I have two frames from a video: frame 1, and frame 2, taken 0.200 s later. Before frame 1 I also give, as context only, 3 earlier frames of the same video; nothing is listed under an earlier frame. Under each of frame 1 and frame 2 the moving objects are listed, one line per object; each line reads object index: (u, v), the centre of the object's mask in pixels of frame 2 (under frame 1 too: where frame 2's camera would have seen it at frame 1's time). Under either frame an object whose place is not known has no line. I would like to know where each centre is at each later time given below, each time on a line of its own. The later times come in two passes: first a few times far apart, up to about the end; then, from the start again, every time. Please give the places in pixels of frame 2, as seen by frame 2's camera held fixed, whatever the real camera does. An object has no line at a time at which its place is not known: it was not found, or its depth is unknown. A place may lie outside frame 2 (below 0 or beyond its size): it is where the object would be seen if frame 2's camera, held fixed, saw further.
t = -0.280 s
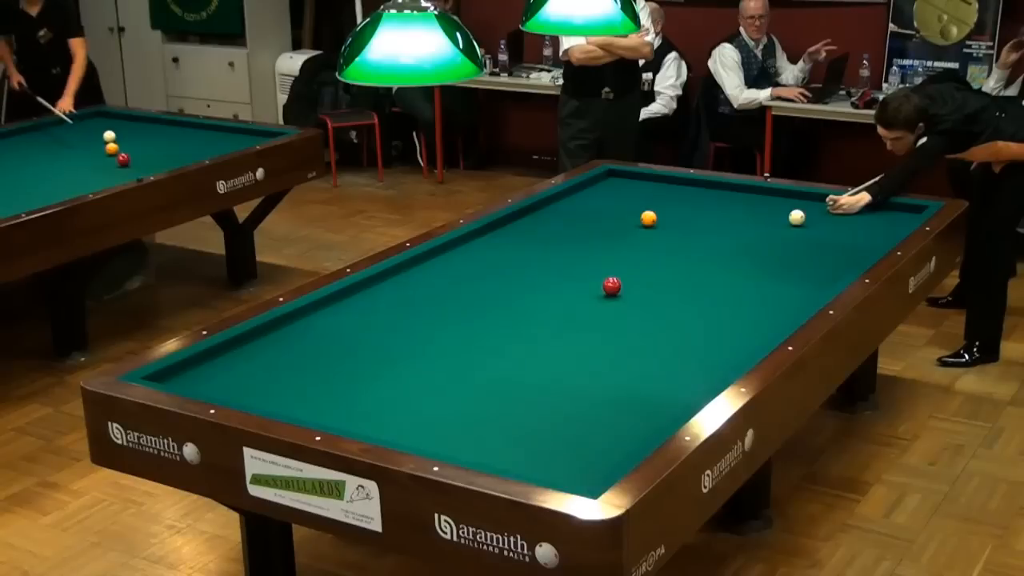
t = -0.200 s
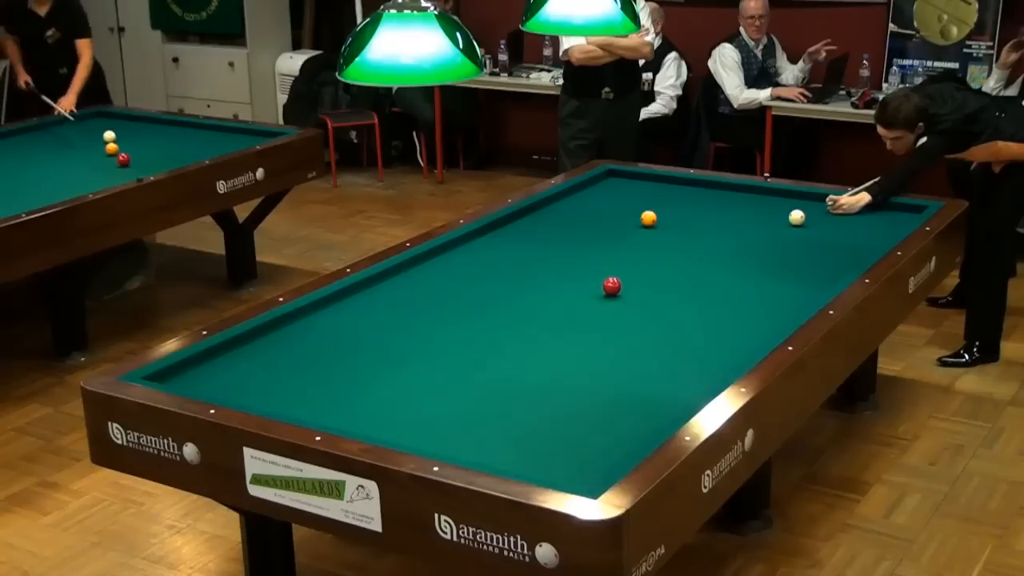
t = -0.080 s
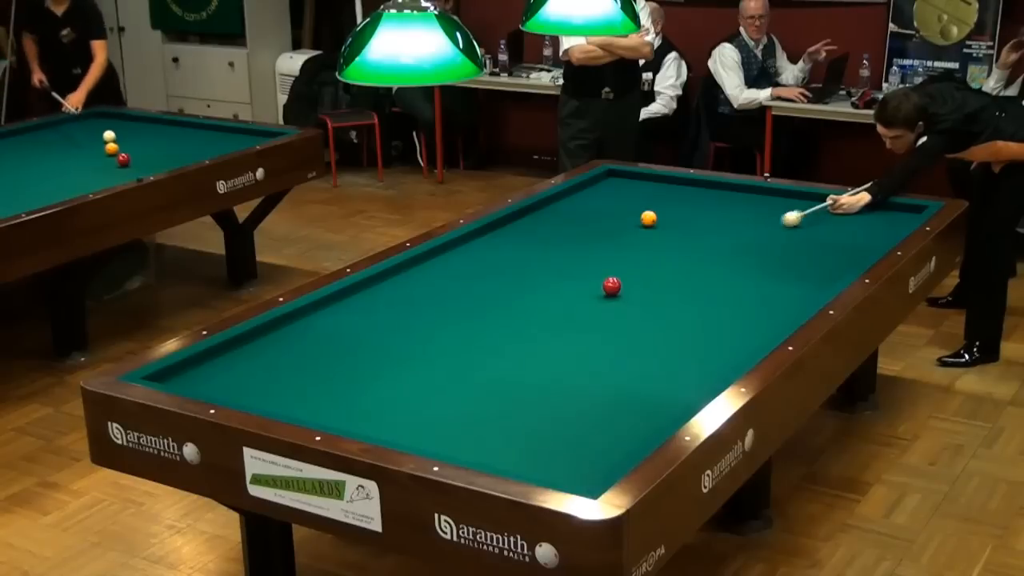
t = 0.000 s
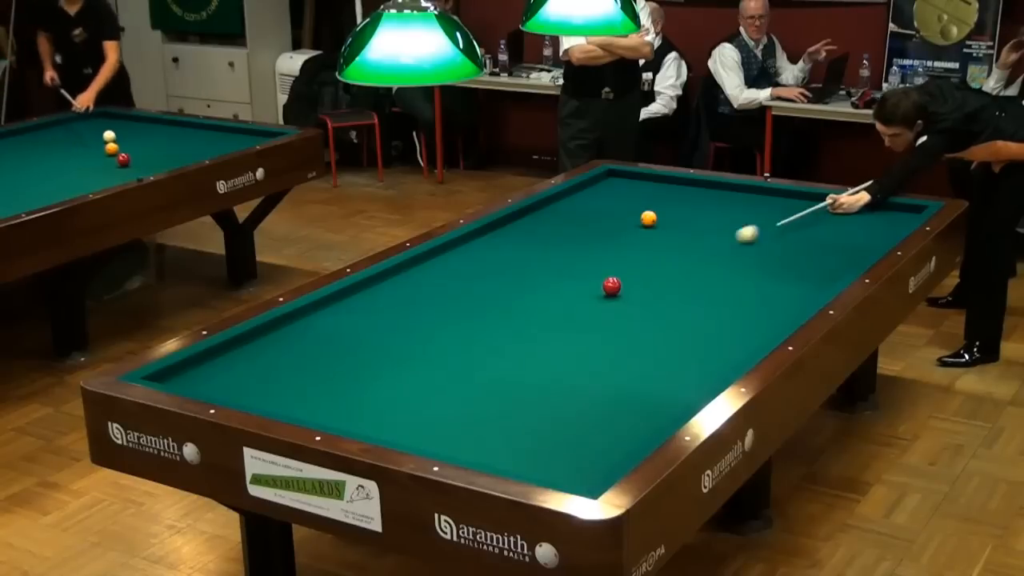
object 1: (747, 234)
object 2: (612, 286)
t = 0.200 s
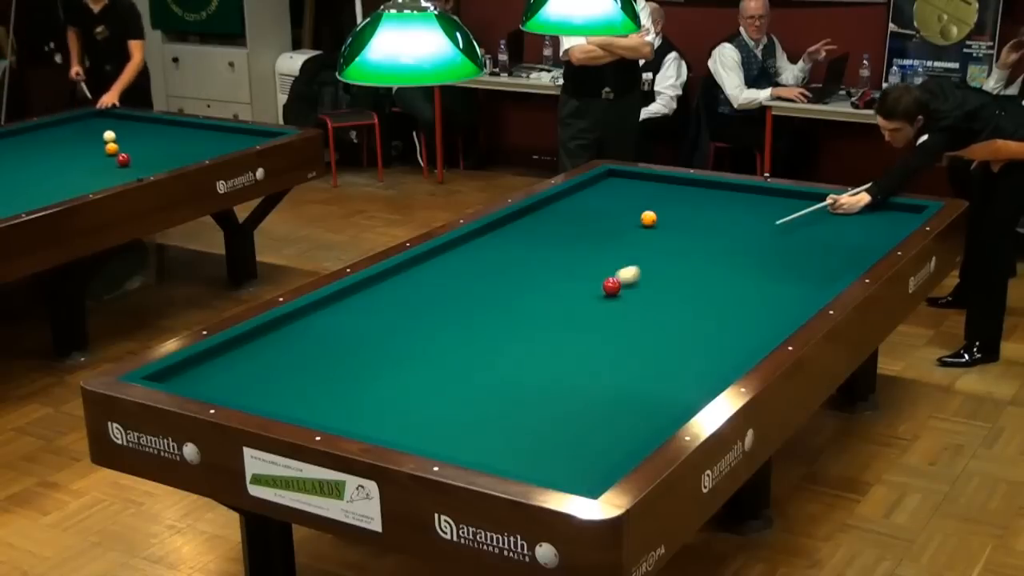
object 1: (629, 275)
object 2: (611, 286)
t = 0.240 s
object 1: (604, 278)
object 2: (609, 290)
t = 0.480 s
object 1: (486, 282)
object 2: (575, 350)
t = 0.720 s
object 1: (360, 291)
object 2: (540, 410)
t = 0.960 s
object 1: (340, 326)
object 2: (523, 460)
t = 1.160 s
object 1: (324, 360)
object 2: (587, 430)
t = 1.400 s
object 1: (302, 407)
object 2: (648, 407)
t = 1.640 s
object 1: (395, 404)
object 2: (701, 384)
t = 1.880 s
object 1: (490, 398)
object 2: (717, 362)
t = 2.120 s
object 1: (582, 392)
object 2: (731, 341)
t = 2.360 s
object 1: (672, 386)
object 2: (743, 322)
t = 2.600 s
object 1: (695, 367)
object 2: (754, 304)
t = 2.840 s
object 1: (685, 344)
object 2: (765, 288)
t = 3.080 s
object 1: (676, 323)
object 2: (774, 274)
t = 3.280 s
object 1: (669, 308)
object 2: (781, 263)
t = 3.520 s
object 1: (662, 290)
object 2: (790, 249)
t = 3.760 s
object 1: (655, 274)
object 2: (797, 238)
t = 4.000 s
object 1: (649, 260)
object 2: (804, 227)
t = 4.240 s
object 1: (643, 246)
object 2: (811, 217)
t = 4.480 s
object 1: (638, 234)
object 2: (817, 207)
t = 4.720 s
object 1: (633, 223)
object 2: (823, 199)
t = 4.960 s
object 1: (629, 212)
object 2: (811, 200)
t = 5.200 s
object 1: (625, 202)
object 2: (797, 203)
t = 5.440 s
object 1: (621, 193)
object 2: (782, 207)
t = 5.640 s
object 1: (618, 186)
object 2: (771, 210)
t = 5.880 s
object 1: (614, 178)
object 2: (758, 213)
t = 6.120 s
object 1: (613, 172)
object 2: (744, 216)
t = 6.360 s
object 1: (612, 175)
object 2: (731, 219)
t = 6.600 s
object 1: (611, 177)
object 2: (718, 223)
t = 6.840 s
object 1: (609, 179)
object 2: (706, 226)
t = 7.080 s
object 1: (609, 181)
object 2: (694, 228)
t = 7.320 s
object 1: (608, 184)
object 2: (682, 231)
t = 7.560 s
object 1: (607, 185)
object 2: (671, 234)
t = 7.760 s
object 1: (606, 187)
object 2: (662, 236)
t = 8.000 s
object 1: (606, 188)
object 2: (651, 239)
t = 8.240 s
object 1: (605, 190)
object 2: (642, 241)
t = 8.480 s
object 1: (605, 191)
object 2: (632, 244)
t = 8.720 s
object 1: (605, 193)
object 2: (623, 246)
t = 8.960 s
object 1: (604, 194)
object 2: (614, 248)
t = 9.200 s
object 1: (604, 195)
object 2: (606, 251)
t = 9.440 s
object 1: (604, 195)
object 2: (598, 252)
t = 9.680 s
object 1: (604, 196)
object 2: (591, 254)
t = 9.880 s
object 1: (604, 197)
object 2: (585, 256)
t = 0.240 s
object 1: (604, 278)
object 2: (609, 290)
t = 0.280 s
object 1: (586, 280)
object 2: (604, 300)
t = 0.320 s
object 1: (566, 280)
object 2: (598, 310)
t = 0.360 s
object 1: (546, 280)
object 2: (592, 319)
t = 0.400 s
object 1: (527, 280)
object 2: (586, 330)
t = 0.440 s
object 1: (506, 281)
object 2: (581, 340)
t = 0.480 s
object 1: (486, 282)
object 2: (575, 350)
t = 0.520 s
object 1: (466, 283)
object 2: (569, 359)
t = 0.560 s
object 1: (446, 284)
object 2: (563, 370)
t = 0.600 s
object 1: (424, 285)
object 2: (557, 380)
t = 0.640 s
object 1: (403, 287)
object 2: (551, 390)
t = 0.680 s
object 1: (382, 289)
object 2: (546, 400)
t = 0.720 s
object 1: (360, 291)
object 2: (540, 410)
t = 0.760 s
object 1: (345, 294)
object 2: (534, 421)
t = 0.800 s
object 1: (345, 301)
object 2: (527, 432)
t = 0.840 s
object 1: (345, 307)
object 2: (521, 443)
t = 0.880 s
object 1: (344, 313)
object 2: (514, 455)
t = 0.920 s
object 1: (342, 320)
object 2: (509, 462)
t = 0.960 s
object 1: (340, 326)
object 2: (523, 460)
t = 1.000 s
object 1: (337, 333)
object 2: (537, 453)
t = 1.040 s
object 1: (334, 340)
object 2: (550, 447)
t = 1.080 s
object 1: (331, 346)
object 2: (563, 441)
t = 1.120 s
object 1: (327, 353)
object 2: (576, 435)
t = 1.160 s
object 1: (324, 360)
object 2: (587, 430)
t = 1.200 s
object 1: (320, 368)
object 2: (598, 426)
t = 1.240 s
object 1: (317, 375)
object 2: (608, 422)
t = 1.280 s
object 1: (314, 383)
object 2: (619, 418)
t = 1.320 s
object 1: (309, 391)
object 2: (629, 415)
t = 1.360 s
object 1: (306, 399)
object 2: (639, 411)
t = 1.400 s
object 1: (302, 407)
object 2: (648, 407)
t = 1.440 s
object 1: (303, 412)
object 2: (658, 403)
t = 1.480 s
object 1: (322, 411)
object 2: (667, 400)
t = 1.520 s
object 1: (341, 410)
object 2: (677, 396)
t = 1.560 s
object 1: (360, 408)
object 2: (685, 393)
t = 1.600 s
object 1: (377, 406)
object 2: (694, 389)
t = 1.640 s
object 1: (395, 404)
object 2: (701, 384)
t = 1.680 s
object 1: (410, 404)
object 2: (704, 381)
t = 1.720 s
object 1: (426, 403)
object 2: (706, 377)
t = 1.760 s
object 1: (443, 401)
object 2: (710, 373)
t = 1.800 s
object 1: (458, 400)
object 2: (712, 370)
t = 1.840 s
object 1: (474, 399)
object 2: (715, 366)
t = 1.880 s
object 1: (490, 398)
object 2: (717, 362)
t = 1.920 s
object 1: (505, 397)
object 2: (719, 359)
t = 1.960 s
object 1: (521, 396)
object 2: (722, 355)
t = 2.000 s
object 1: (536, 395)
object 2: (724, 352)
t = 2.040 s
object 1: (552, 394)
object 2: (726, 348)
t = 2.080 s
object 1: (567, 393)
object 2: (729, 345)
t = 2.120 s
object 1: (582, 392)
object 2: (731, 341)
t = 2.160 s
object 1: (597, 391)
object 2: (733, 338)
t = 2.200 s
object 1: (612, 390)
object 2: (735, 334)
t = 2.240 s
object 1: (628, 389)
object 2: (737, 331)
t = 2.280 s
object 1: (642, 388)
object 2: (739, 328)
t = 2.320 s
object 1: (657, 387)
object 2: (741, 325)
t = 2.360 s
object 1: (672, 386)
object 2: (743, 322)
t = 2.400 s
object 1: (686, 385)
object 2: (745, 319)
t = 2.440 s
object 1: (700, 383)
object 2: (747, 316)
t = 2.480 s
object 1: (703, 380)
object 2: (749, 313)
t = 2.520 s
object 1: (700, 376)
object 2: (751, 310)
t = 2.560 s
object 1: (697, 371)
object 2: (752, 307)
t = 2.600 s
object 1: (695, 367)
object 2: (754, 304)
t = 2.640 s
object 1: (693, 363)
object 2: (756, 302)
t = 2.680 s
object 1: (692, 359)
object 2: (758, 299)
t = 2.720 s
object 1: (690, 355)
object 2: (760, 296)
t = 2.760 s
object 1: (688, 352)
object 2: (761, 293)
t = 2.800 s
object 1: (687, 348)
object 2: (763, 291)
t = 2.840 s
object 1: (685, 344)
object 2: (765, 288)
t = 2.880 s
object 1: (684, 341)
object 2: (766, 286)
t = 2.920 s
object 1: (682, 337)
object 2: (768, 283)
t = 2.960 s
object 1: (681, 334)
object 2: (769, 281)
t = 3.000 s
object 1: (679, 330)
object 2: (771, 278)
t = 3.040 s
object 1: (678, 327)
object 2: (773, 276)
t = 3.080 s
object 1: (676, 323)
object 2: (774, 274)
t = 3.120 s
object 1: (675, 320)
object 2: (775, 271)
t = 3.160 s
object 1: (673, 317)
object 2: (777, 269)
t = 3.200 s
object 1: (672, 314)
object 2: (778, 267)
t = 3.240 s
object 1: (671, 311)
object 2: (779, 265)
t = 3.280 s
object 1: (669, 308)
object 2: (781, 263)
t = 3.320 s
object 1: (668, 304)
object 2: (782, 260)
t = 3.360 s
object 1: (667, 302)
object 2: (784, 258)
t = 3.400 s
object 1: (666, 299)
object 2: (785, 256)
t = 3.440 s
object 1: (664, 296)
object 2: (786, 254)
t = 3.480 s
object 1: (663, 293)
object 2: (788, 252)
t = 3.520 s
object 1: (662, 290)
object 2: (790, 249)
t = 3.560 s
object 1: (661, 287)
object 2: (791, 248)
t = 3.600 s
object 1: (660, 285)
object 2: (792, 246)
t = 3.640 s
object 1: (658, 282)
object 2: (793, 244)
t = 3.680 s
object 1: (657, 279)
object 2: (794, 241)
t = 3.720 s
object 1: (656, 277)
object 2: (796, 240)
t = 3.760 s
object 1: (655, 274)
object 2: (797, 238)
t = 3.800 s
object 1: (654, 272)
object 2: (798, 236)
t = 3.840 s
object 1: (653, 269)
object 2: (800, 234)
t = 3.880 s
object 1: (652, 267)
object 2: (800, 232)
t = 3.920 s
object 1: (651, 264)
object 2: (802, 230)
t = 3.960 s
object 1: (650, 262)
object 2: (803, 229)
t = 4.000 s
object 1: (649, 260)
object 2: (804, 227)
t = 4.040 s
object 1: (648, 258)
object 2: (805, 225)
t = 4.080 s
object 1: (647, 255)
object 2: (806, 224)
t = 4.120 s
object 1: (646, 253)
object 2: (807, 222)
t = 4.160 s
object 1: (645, 251)
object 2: (809, 220)
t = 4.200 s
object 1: (644, 248)
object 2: (810, 218)
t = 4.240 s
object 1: (643, 246)
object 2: (811, 217)
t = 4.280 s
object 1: (643, 245)
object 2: (812, 215)
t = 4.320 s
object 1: (642, 242)
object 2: (813, 214)
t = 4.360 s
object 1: (641, 240)
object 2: (814, 212)
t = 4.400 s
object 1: (640, 238)
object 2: (815, 210)
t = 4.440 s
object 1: (639, 236)
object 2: (816, 209)
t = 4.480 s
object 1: (638, 234)
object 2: (817, 207)
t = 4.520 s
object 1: (637, 232)
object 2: (818, 206)
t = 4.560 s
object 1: (636, 230)
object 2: (819, 204)
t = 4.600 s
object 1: (636, 228)
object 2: (820, 203)
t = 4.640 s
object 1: (635, 226)
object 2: (821, 201)
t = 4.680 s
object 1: (634, 225)
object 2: (822, 200)
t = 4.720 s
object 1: (633, 223)
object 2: (823, 199)
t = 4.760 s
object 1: (633, 221)
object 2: (824, 197)
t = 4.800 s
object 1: (632, 219)
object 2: (821, 198)
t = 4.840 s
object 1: (631, 217)
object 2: (818, 199)
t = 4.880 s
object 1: (630, 215)
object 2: (816, 199)
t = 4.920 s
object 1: (629, 214)
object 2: (813, 199)
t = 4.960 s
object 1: (629, 212)
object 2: (811, 200)
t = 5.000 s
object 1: (628, 210)
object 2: (809, 200)
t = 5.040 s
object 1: (627, 209)
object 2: (806, 201)
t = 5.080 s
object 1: (627, 207)
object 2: (804, 201)
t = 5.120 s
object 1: (626, 205)
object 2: (801, 202)
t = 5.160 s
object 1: (625, 204)
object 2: (799, 203)
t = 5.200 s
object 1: (625, 202)
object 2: (797, 203)
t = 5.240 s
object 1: (624, 201)
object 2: (794, 204)
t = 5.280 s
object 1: (623, 199)
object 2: (792, 204)
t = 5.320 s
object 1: (623, 198)
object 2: (789, 205)
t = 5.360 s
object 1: (622, 196)
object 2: (787, 205)
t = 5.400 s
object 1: (621, 195)
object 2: (785, 206)
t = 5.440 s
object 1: (621, 193)
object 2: (782, 207)
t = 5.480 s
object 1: (620, 192)
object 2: (780, 207)
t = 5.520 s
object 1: (619, 190)
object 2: (778, 208)
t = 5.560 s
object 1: (619, 189)
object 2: (775, 208)
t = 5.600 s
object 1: (618, 187)
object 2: (773, 209)
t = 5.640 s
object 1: (618, 186)
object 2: (771, 210)
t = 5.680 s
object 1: (617, 185)
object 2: (769, 210)
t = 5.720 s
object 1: (617, 183)
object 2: (766, 211)
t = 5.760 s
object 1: (616, 182)
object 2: (764, 211)
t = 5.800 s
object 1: (615, 181)
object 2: (762, 212)
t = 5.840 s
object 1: (615, 179)
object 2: (760, 213)
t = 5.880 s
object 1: (614, 178)
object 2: (758, 213)
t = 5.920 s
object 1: (614, 176)
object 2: (755, 214)
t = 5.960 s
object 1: (613, 175)
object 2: (753, 214)
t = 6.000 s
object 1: (613, 174)
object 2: (750, 215)
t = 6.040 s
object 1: (612, 172)
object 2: (748, 215)
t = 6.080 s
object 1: (613, 171)
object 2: (746, 216)
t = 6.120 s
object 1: (613, 172)
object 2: (744, 216)
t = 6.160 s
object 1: (612, 172)
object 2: (742, 217)
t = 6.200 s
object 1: (612, 173)
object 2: (739, 217)
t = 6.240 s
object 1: (612, 173)
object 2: (738, 218)
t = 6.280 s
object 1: (612, 174)
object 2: (735, 219)
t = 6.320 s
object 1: (612, 174)
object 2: (733, 219)
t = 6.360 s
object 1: (612, 175)
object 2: (731, 219)
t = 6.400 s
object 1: (611, 175)
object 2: (729, 220)
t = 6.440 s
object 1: (611, 176)
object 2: (727, 220)
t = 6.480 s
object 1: (611, 176)
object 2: (725, 221)
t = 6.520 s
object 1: (611, 176)
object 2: (722, 221)
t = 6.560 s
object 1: (611, 177)
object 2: (720, 222)
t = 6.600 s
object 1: (611, 177)
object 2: (718, 223)
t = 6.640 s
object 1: (610, 177)
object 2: (716, 223)
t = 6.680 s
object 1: (610, 178)
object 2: (714, 224)
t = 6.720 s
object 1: (610, 178)
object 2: (712, 224)
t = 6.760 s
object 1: (610, 179)
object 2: (710, 225)
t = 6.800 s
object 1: (610, 179)
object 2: (708, 225)
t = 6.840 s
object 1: (609, 179)
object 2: (706, 226)
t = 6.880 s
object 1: (609, 180)
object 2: (704, 226)
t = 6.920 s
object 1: (609, 180)
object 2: (702, 226)
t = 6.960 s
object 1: (609, 180)
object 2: (699, 227)
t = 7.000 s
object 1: (609, 181)
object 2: (698, 227)
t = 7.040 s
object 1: (609, 181)
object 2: (696, 228)
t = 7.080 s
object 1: (609, 181)
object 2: (694, 228)
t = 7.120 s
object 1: (609, 182)
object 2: (692, 229)
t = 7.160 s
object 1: (608, 182)
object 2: (690, 230)
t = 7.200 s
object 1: (608, 182)
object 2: (688, 230)
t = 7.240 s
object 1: (608, 183)
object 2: (686, 230)
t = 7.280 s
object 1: (608, 183)
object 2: (684, 231)
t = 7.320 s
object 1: (608, 184)
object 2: (682, 231)
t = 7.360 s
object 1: (608, 184)
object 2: (680, 232)
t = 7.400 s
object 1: (608, 184)
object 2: (678, 232)
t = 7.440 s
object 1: (607, 185)
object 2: (676, 233)
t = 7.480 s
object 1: (607, 185)
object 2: (675, 233)
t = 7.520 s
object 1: (607, 185)
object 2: (673, 234)
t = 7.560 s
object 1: (607, 185)
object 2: (671, 234)
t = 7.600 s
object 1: (607, 186)
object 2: (669, 235)
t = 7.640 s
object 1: (607, 186)
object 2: (667, 235)
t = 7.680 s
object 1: (607, 186)
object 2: (665, 235)
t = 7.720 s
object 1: (607, 187)
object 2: (664, 236)
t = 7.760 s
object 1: (606, 187)
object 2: (662, 236)
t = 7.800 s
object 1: (606, 187)
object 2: (660, 237)
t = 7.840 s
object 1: (606, 187)
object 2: (659, 237)
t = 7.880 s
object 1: (606, 188)
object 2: (657, 238)
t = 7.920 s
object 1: (606, 188)
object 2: (655, 238)
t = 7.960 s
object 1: (606, 188)
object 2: (653, 238)
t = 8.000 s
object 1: (606, 188)
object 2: (651, 239)
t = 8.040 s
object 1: (606, 189)
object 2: (650, 239)
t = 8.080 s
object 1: (606, 189)
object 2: (648, 240)
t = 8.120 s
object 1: (606, 189)
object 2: (646, 240)
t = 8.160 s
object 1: (606, 190)
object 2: (645, 241)
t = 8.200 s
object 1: (605, 190)
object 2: (643, 241)
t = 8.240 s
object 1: (605, 190)
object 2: (642, 241)
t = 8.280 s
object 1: (605, 190)
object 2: (640, 242)
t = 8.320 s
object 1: (605, 191)
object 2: (638, 242)
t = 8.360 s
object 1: (605, 191)
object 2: (637, 243)
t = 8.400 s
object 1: (605, 191)
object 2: (635, 243)
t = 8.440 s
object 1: (605, 191)
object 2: (633, 243)
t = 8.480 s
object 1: (605, 191)
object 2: (632, 244)
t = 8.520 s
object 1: (605, 192)
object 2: (630, 244)
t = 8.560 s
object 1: (605, 192)
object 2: (629, 245)
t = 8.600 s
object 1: (605, 192)
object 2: (627, 245)
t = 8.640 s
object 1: (605, 192)
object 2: (626, 246)
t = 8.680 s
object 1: (605, 193)
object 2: (624, 246)
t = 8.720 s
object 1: (605, 193)
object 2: (623, 246)
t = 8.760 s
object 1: (605, 193)
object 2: (621, 247)
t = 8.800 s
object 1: (605, 193)
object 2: (620, 247)
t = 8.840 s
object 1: (605, 193)
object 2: (618, 248)
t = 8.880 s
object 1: (604, 193)
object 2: (617, 248)
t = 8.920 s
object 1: (604, 194)
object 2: (616, 248)
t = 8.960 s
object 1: (604, 194)
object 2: (614, 248)
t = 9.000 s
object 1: (604, 194)
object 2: (613, 249)
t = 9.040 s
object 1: (604, 194)
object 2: (612, 249)
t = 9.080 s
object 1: (604, 194)
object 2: (610, 250)
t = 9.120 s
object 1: (604, 194)
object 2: (609, 250)
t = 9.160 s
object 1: (604, 194)
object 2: (607, 250)
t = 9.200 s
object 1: (604, 195)
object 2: (606, 251)
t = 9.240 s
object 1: (604, 195)
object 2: (605, 251)
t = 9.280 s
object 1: (604, 195)
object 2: (603, 251)
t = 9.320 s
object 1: (604, 195)
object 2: (602, 252)
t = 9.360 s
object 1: (604, 195)
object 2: (601, 251)
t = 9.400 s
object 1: (604, 195)
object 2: (599, 252)
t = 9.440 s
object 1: (604, 195)
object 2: (598, 252)
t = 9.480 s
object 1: (604, 195)
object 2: (597, 253)
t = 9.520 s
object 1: (604, 196)
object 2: (596, 253)
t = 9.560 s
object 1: (604, 196)
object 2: (594, 253)
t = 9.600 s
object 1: (604, 196)
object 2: (593, 253)
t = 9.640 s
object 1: (604, 196)
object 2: (592, 254)
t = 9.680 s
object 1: (604, 196)
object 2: (591, 254)
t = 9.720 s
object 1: (604, 196)
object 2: (590, 255)
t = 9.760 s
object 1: (604, 196)
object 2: (588, 255)
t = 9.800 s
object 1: (604, 196)
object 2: (587, 255)
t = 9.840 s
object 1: (604, 196)
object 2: (586, 256)
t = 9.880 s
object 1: (604, 197)
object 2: (585, 256)
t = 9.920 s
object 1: (604, 197)
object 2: (584, 256)
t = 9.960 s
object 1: (604, 197)
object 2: (583, 256)
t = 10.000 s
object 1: (604, 197)
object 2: (582, 257)
